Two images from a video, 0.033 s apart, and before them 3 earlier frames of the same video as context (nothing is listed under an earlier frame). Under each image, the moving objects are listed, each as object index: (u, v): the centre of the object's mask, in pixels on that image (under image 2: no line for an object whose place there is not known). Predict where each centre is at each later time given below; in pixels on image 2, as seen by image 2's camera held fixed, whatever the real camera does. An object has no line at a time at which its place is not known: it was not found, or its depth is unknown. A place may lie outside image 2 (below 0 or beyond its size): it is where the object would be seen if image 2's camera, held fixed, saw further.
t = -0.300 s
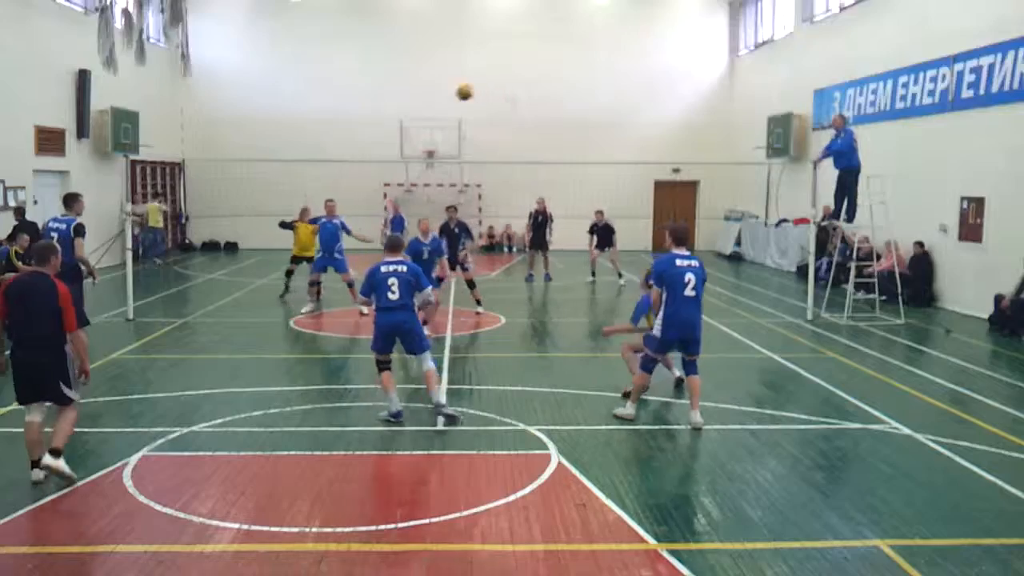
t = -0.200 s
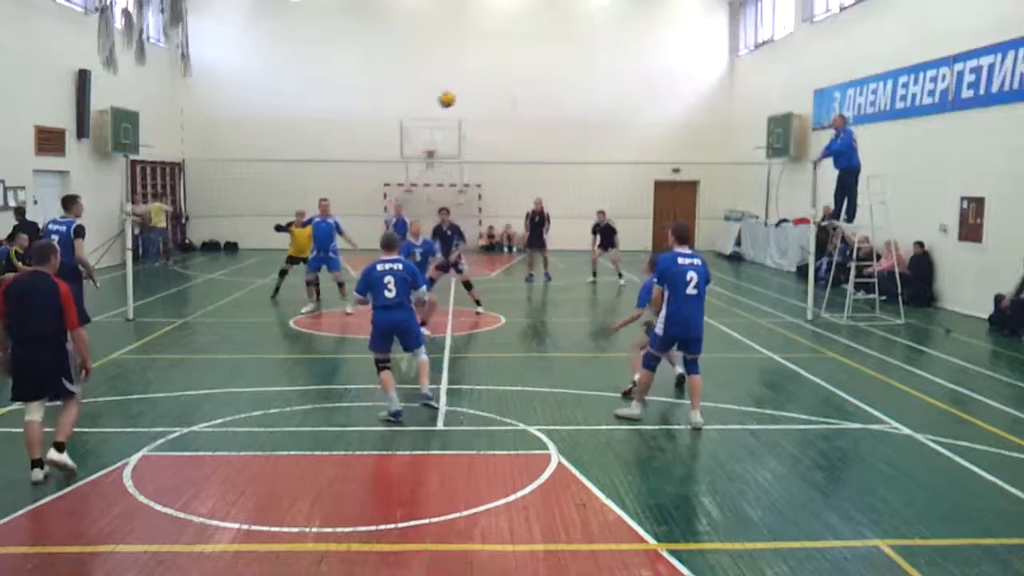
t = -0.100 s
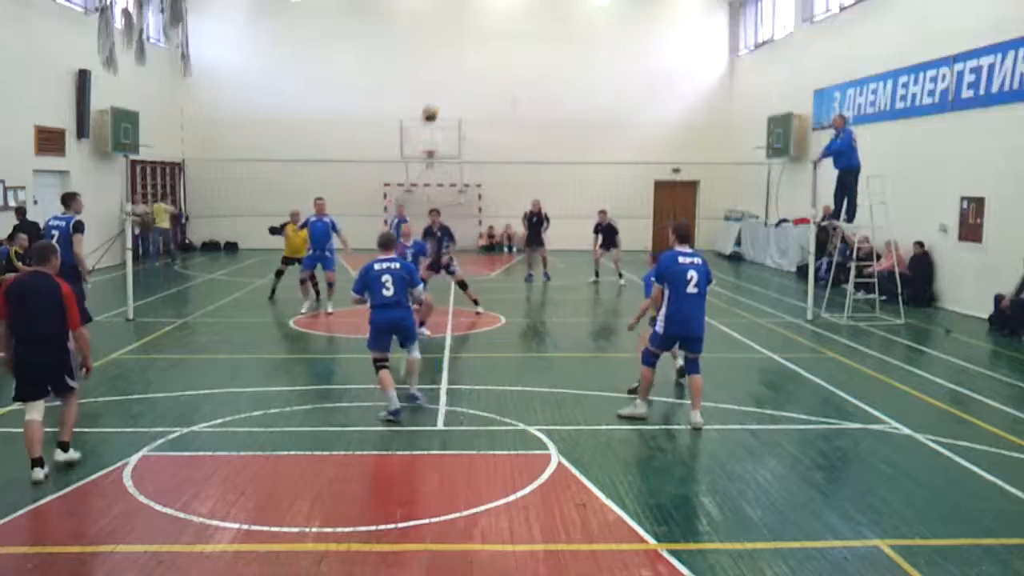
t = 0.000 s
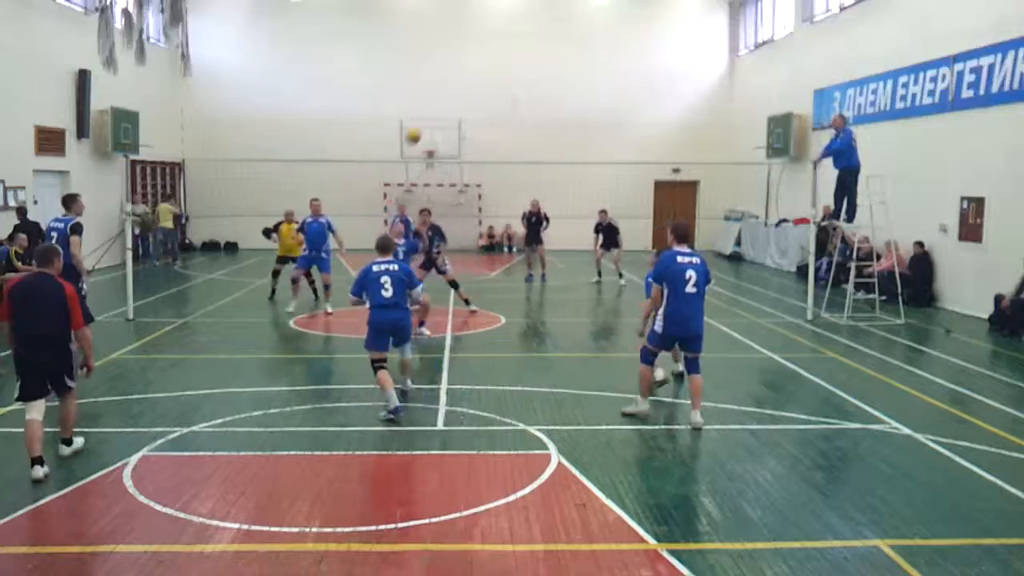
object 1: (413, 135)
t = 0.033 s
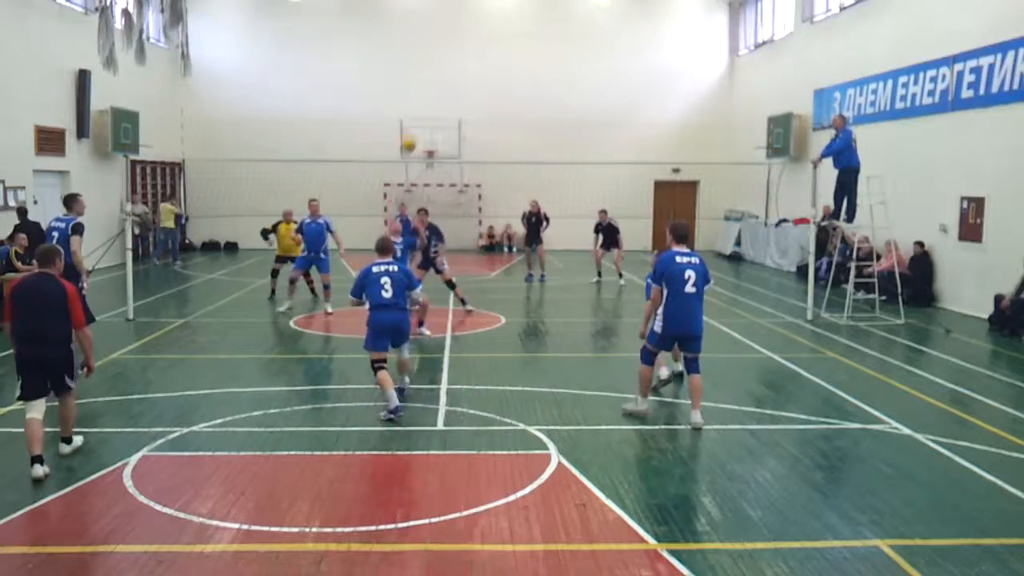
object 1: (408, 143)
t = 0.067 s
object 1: (403, 154)
